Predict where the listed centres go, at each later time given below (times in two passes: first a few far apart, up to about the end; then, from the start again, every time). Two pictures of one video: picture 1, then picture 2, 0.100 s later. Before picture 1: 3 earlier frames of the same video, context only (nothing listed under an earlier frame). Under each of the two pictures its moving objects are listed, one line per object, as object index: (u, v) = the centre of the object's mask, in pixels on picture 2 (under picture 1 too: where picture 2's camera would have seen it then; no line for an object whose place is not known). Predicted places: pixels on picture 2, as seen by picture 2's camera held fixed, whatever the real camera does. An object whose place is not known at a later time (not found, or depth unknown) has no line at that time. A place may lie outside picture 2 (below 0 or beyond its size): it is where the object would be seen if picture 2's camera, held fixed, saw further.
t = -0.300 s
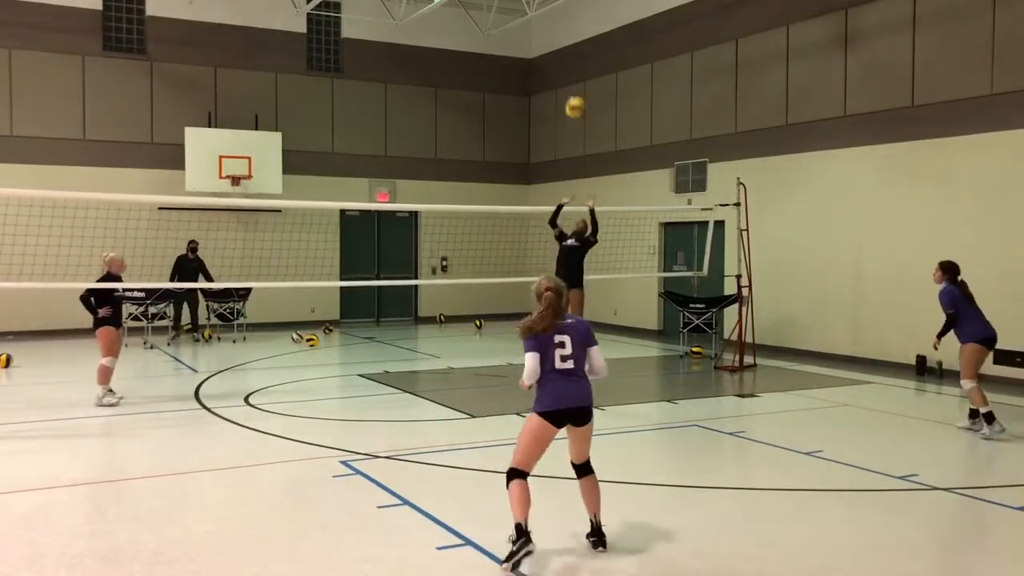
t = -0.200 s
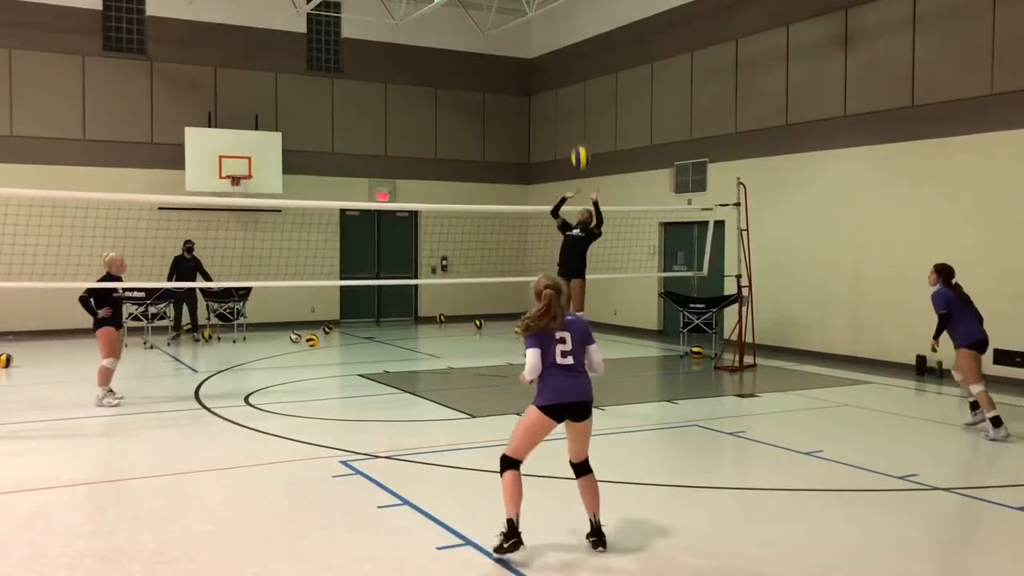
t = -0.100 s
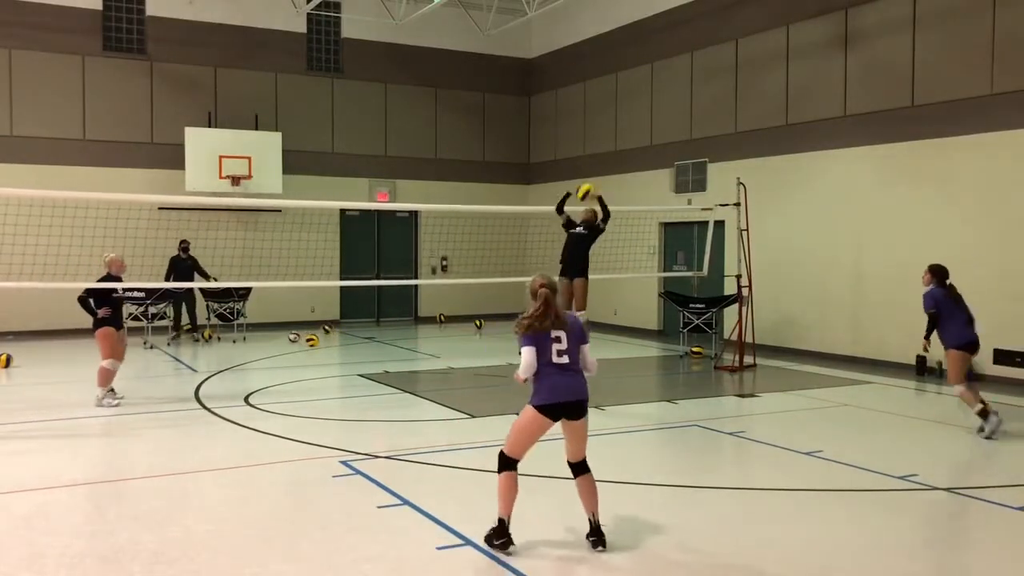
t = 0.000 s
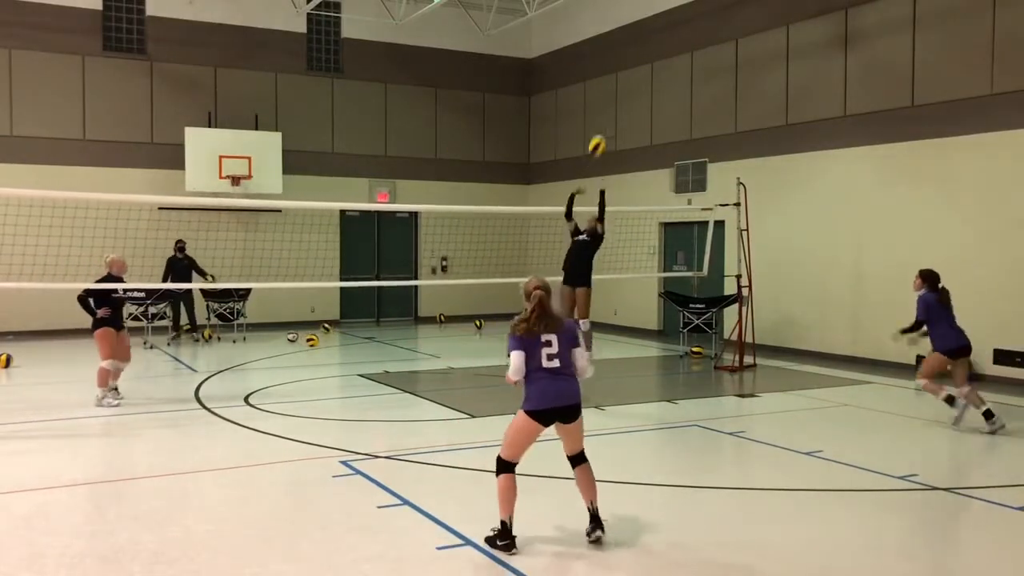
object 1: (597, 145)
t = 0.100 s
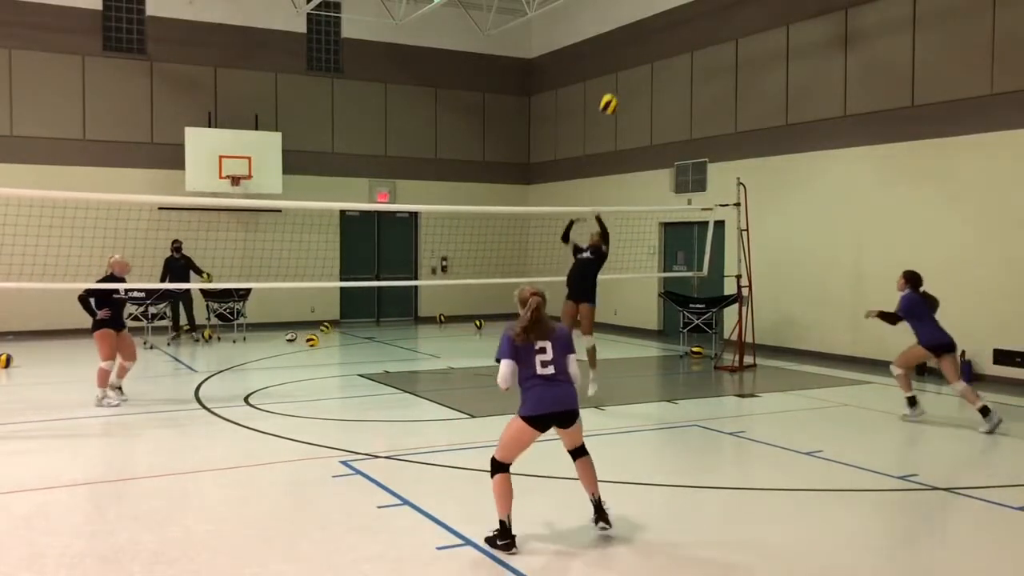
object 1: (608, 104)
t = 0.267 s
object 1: (626, 57)
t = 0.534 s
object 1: (650, 34)
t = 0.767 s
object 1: (669, 62)
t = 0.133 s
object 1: (611, 92)
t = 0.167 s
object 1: (615, 82)
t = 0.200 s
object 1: (619, 72)
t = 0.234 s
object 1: (622, 64)
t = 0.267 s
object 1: (626, 57)
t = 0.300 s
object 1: (629, 51)
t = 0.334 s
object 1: (632, 45)
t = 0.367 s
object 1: (635, 41)
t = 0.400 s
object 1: (638, 38)
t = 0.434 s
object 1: (641, 36)
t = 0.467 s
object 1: (644, 34)
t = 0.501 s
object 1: (647, 34)
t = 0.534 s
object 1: (650, 34)
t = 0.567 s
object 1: (653, 36)
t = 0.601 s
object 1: (656, 38)
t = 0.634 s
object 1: (658, 41)
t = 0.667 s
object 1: (661, 45)
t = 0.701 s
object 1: (664, 50)
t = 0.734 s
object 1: (667, 56)
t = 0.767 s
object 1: (669, 62)
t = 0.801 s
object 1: (672, 69)
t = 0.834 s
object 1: (675, 78)
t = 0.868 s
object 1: (677, 87)
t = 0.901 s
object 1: (679, 96)
